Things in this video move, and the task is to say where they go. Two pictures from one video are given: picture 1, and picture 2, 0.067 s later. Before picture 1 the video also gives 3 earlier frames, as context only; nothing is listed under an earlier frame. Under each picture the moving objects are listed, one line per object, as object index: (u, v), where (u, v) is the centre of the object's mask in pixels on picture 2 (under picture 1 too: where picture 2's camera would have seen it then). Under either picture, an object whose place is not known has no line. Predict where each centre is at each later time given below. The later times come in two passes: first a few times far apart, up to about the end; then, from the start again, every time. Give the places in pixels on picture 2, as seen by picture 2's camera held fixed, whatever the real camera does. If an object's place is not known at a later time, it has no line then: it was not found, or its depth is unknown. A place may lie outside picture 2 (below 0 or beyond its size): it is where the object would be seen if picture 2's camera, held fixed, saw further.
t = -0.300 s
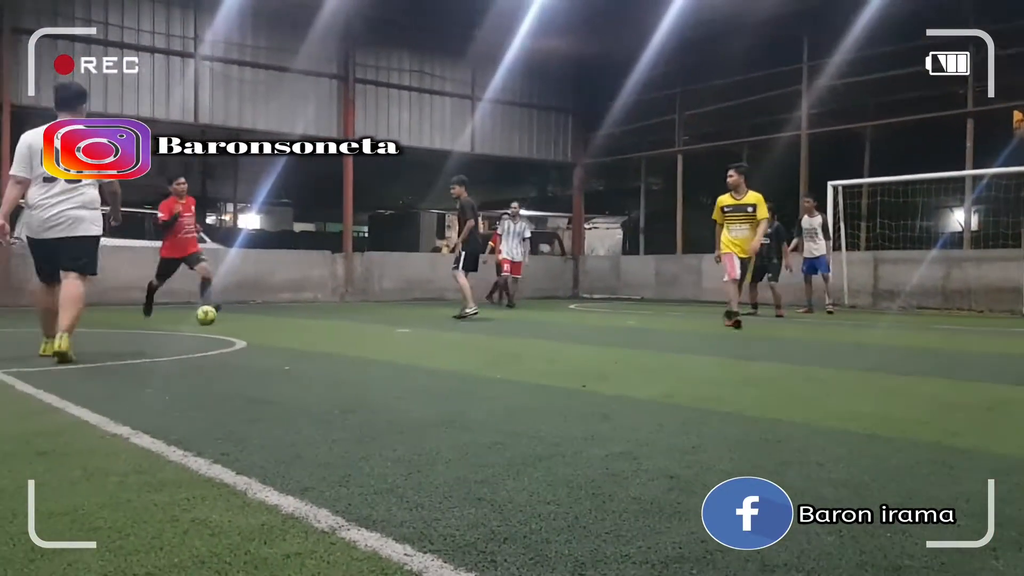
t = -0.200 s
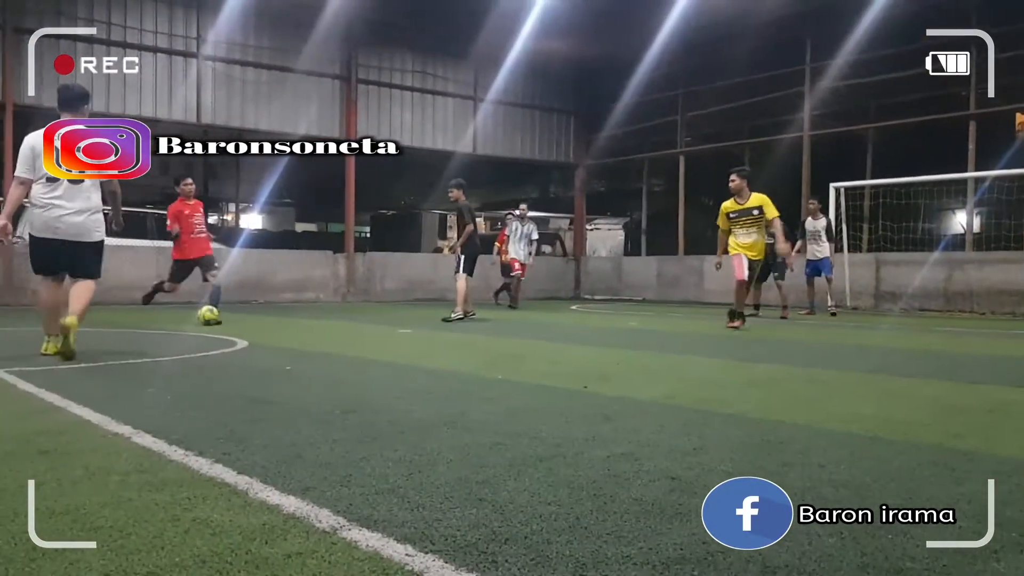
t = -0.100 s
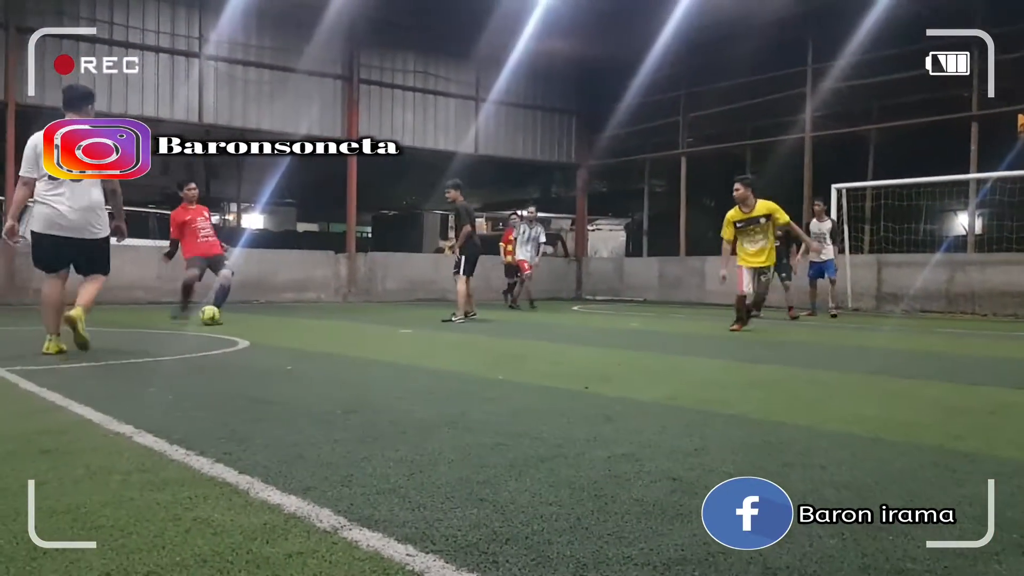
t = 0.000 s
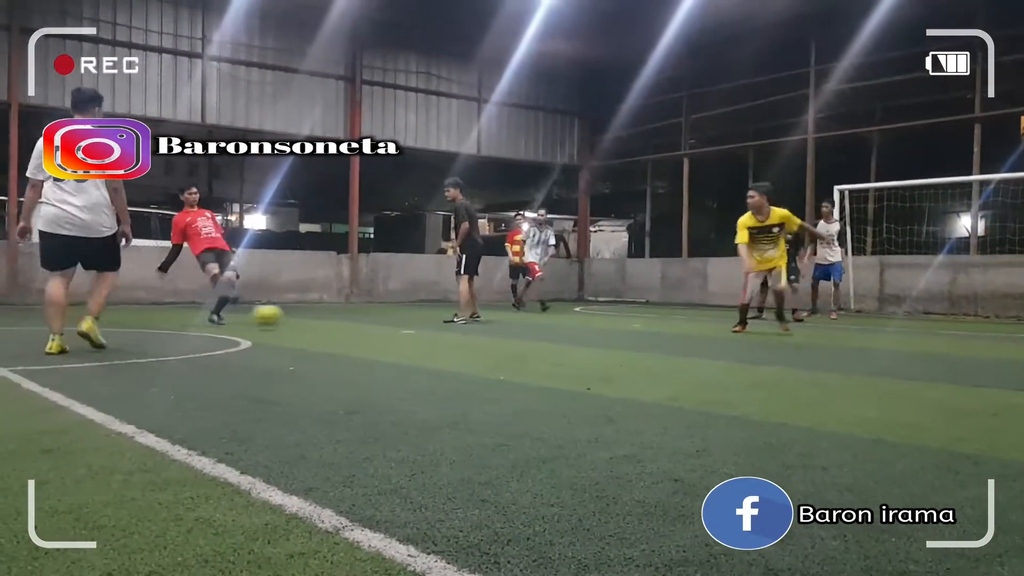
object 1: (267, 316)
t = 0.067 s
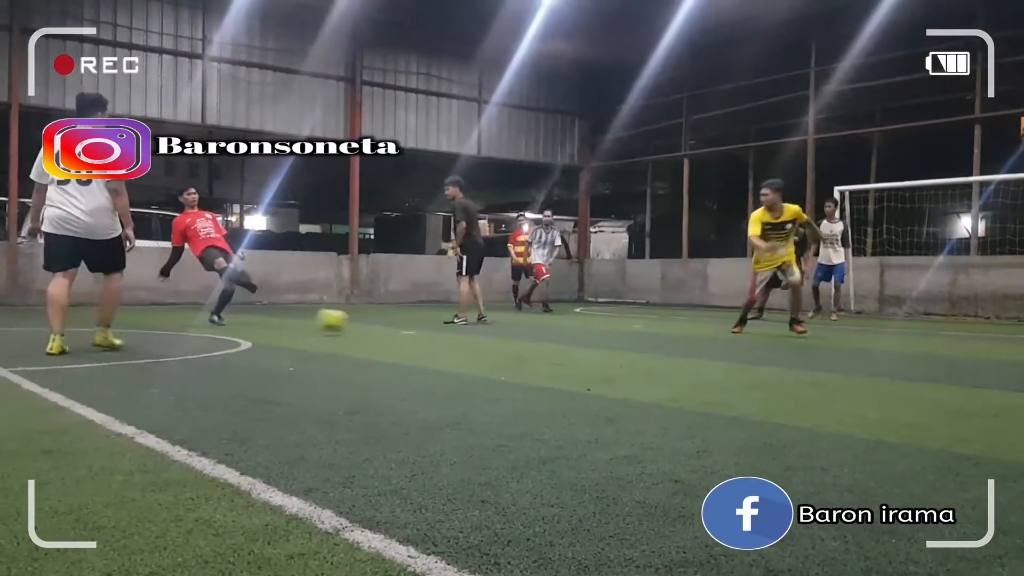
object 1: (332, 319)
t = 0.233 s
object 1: (521, 331)
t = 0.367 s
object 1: (705, 346)
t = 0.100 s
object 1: (367, 325)
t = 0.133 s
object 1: (404, 328)
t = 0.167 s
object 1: (441, 329)
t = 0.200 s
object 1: (479, 330)
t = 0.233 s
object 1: (521, 331)
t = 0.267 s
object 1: (565, 338)
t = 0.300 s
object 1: (610, 340)
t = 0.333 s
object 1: (656, 343)
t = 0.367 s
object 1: (705, 346)
